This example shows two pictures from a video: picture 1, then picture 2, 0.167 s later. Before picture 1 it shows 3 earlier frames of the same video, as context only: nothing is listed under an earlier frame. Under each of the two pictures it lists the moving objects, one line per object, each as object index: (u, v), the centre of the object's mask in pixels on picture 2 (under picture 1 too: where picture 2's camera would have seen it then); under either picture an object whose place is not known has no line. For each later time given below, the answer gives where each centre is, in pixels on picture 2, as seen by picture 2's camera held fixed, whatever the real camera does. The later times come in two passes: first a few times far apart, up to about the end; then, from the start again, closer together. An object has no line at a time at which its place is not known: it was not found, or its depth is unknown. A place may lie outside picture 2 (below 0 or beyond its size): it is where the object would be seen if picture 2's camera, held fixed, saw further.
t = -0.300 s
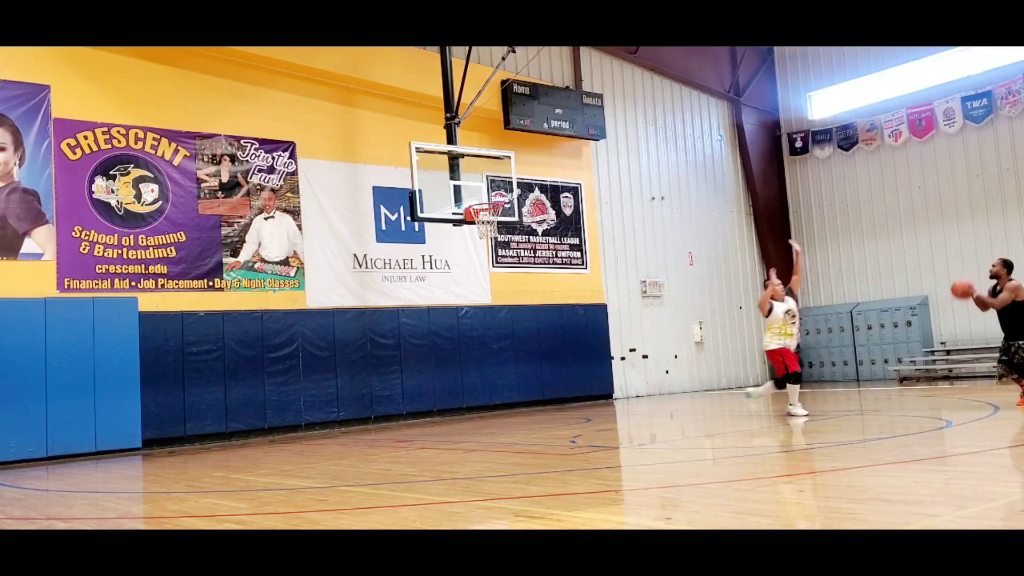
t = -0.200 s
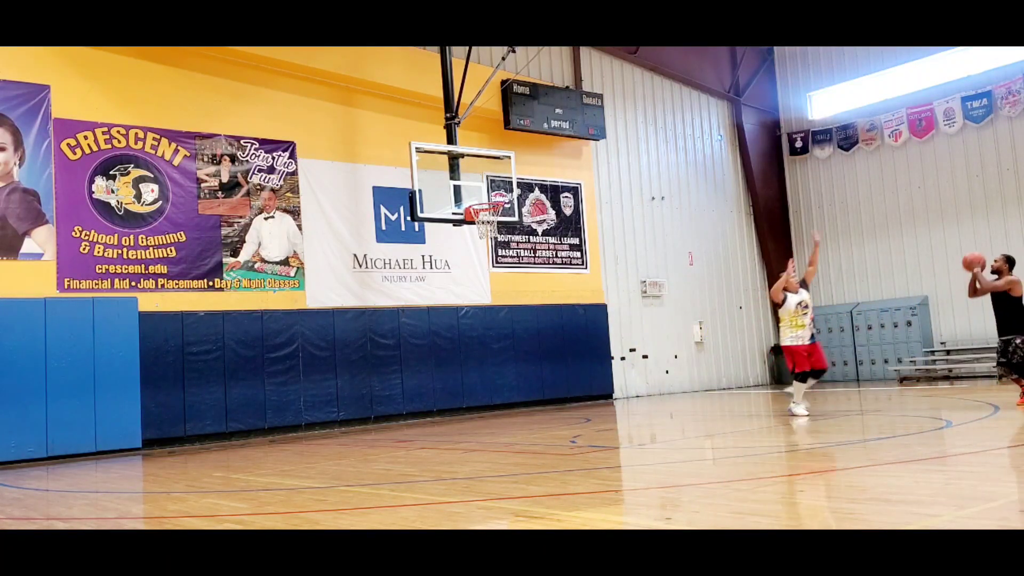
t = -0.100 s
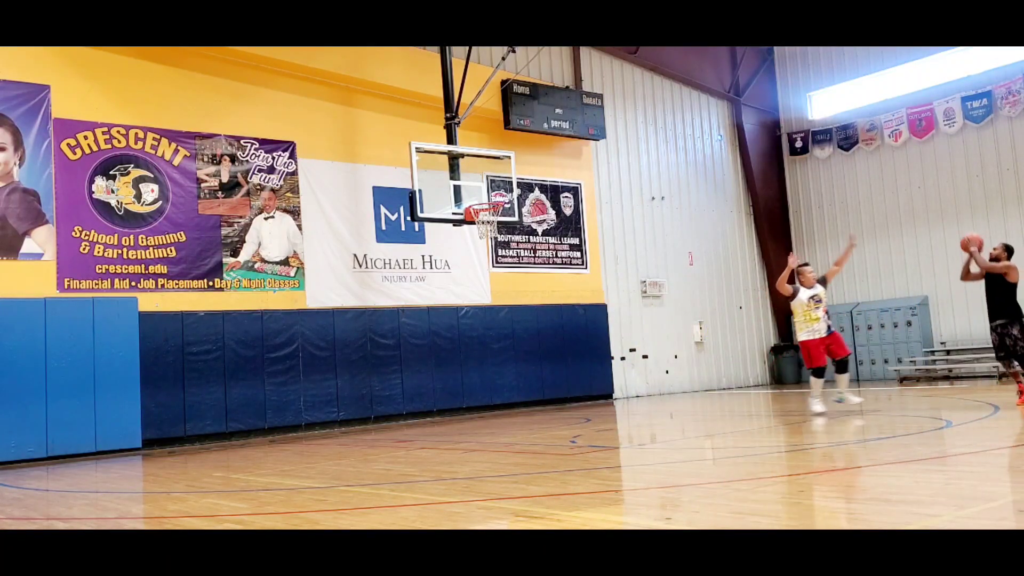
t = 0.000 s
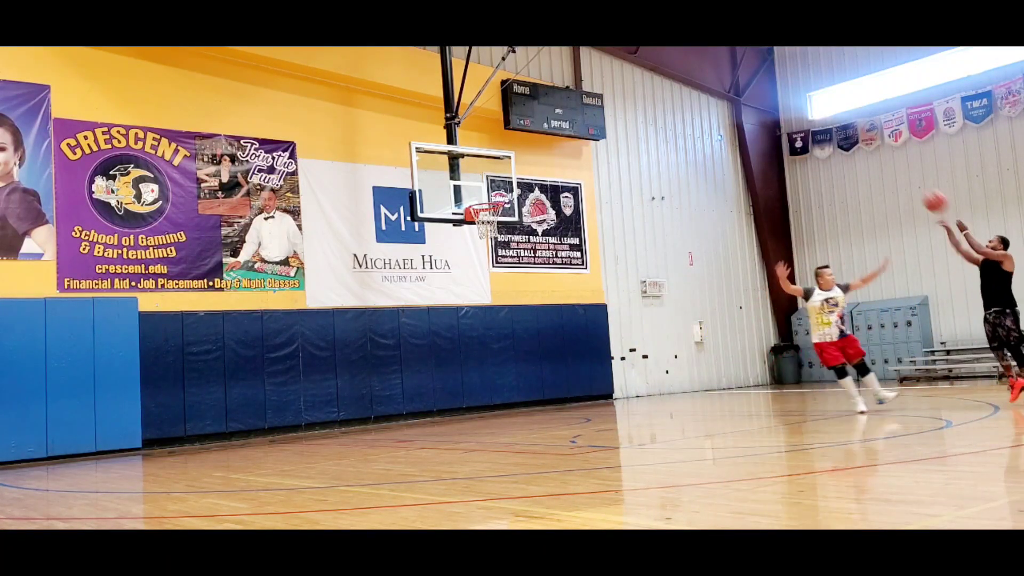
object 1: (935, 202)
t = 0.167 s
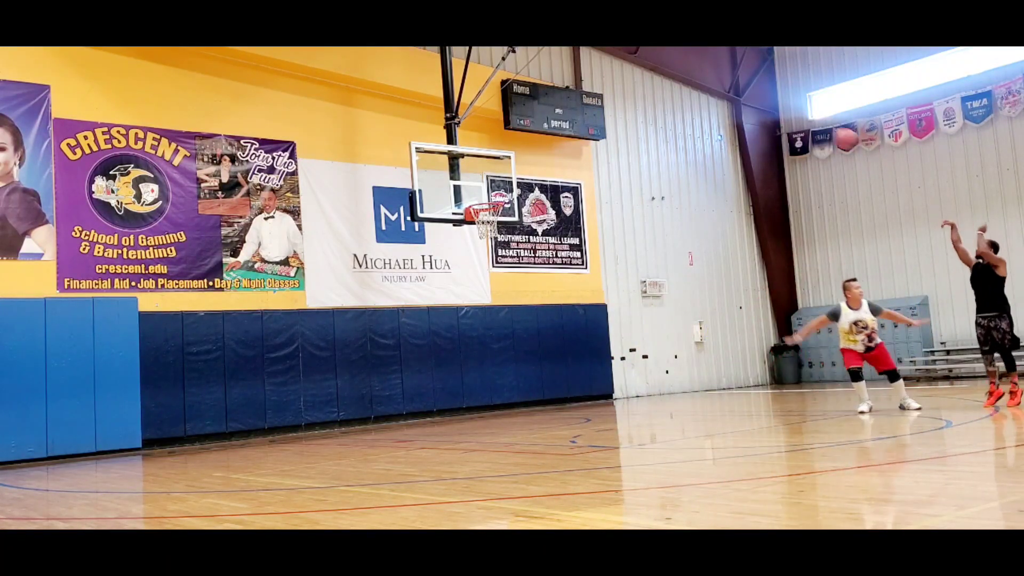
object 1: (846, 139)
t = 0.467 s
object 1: (707, 89)
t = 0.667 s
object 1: (626, 96)
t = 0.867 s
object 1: (555, 129)
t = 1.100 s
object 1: (482, 195)
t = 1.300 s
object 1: (454, 184)
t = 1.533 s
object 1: (428, 200)
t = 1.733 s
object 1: (423, 225)
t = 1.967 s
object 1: (419, 292)
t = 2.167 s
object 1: (418, 386)
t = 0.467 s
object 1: (707, 89)
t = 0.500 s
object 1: (693, 88)
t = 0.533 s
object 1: (679, 88)
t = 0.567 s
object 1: (665, 89)
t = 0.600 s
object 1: (651, 91)
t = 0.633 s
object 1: (639, 93)
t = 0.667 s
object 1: (626, 96)
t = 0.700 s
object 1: (614, 99)
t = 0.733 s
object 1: (601, 104)
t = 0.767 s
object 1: (589, 110)
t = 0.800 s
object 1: (579, 115)
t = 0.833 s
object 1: (567, 122)
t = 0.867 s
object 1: (555, 129)
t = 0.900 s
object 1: (544, 137)
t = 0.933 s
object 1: (533, 146)
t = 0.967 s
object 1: (522, 156)
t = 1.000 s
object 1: (510, 167)
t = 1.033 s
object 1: (500, 178)
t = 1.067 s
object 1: (491, 187)
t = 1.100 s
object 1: (482, 195)
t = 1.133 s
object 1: (477, 191)
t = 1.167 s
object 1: (472, 188)
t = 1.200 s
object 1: (467, 186)
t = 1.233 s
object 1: (463, 185)
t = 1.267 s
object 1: (458, 184)
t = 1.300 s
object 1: (454, 184)
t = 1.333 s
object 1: (449, 185)
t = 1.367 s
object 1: (444, 187)
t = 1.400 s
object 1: (440, 189)
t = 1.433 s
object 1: (435, 192)
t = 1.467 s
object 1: (431, 196)
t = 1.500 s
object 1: (429, 199)
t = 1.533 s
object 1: (428, 200)
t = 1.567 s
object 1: (427, 202)
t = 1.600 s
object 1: (425, 205)
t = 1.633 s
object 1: (425, 209)
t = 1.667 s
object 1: (424, 213)
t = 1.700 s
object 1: (423, 219)
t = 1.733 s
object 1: (423, 225)
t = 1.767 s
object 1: (422, 232)
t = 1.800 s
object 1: (421, 239)
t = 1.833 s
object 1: (421, 248)
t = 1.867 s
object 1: (420, 258)
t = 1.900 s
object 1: (420, 268)
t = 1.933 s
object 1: (419, 279)
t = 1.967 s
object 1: (419, 292)
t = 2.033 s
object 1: (418, 320)
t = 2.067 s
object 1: (418, 334)
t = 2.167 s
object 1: (418, 386)
